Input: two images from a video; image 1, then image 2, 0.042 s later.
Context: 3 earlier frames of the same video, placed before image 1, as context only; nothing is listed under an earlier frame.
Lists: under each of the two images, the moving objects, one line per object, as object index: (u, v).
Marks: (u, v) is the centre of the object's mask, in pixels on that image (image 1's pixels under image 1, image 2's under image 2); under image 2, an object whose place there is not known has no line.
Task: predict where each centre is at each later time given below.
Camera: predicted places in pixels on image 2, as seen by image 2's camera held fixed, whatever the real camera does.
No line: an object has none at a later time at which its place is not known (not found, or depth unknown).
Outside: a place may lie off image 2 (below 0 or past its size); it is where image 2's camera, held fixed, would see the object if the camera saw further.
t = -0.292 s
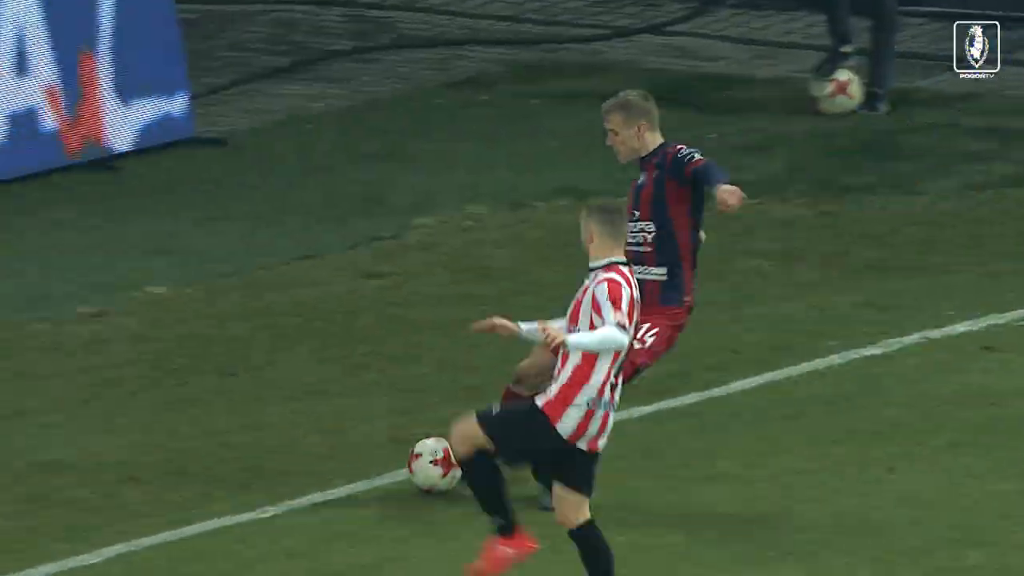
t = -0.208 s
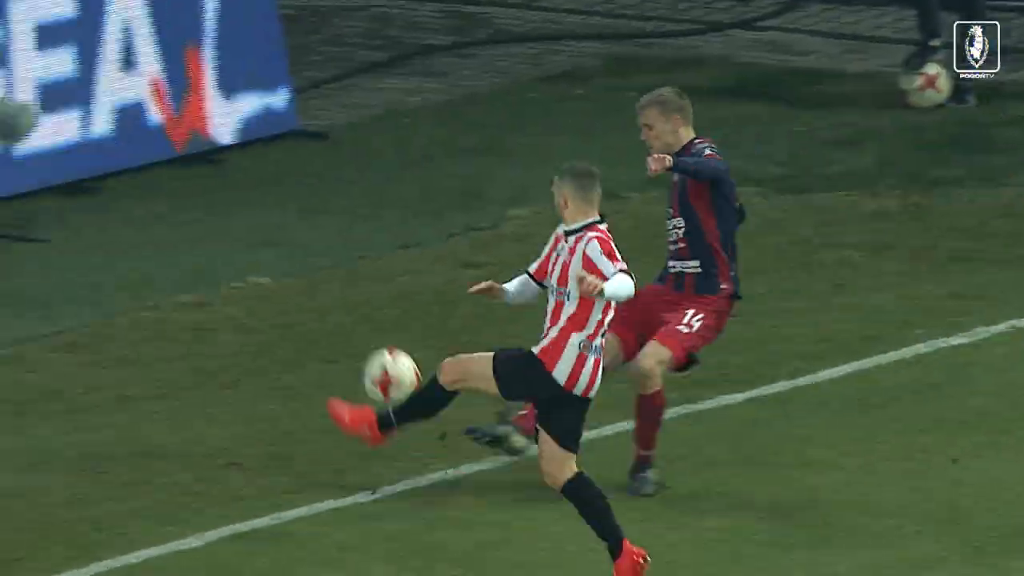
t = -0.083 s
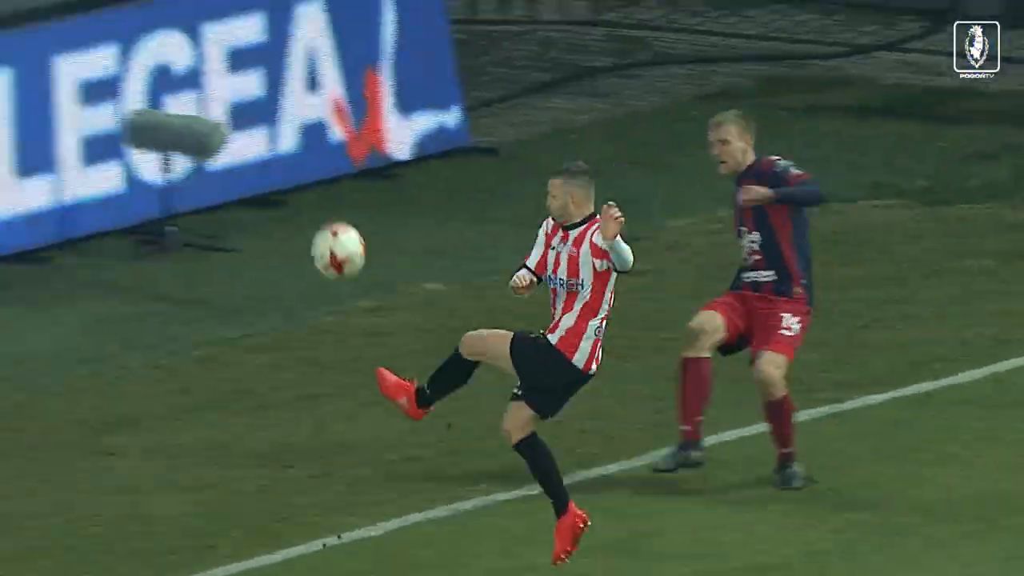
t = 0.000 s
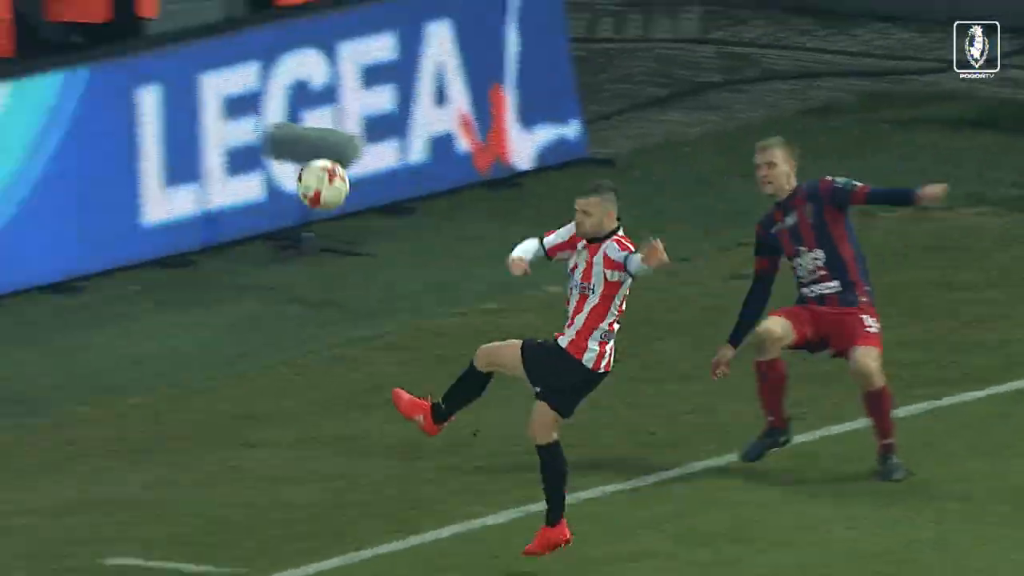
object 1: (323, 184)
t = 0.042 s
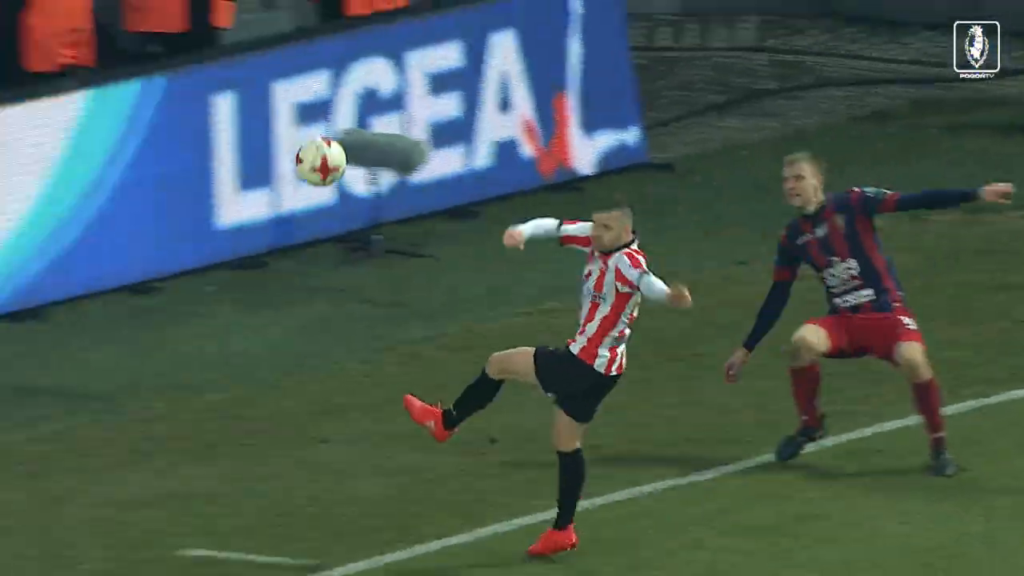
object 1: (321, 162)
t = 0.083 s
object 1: (252, 137)
